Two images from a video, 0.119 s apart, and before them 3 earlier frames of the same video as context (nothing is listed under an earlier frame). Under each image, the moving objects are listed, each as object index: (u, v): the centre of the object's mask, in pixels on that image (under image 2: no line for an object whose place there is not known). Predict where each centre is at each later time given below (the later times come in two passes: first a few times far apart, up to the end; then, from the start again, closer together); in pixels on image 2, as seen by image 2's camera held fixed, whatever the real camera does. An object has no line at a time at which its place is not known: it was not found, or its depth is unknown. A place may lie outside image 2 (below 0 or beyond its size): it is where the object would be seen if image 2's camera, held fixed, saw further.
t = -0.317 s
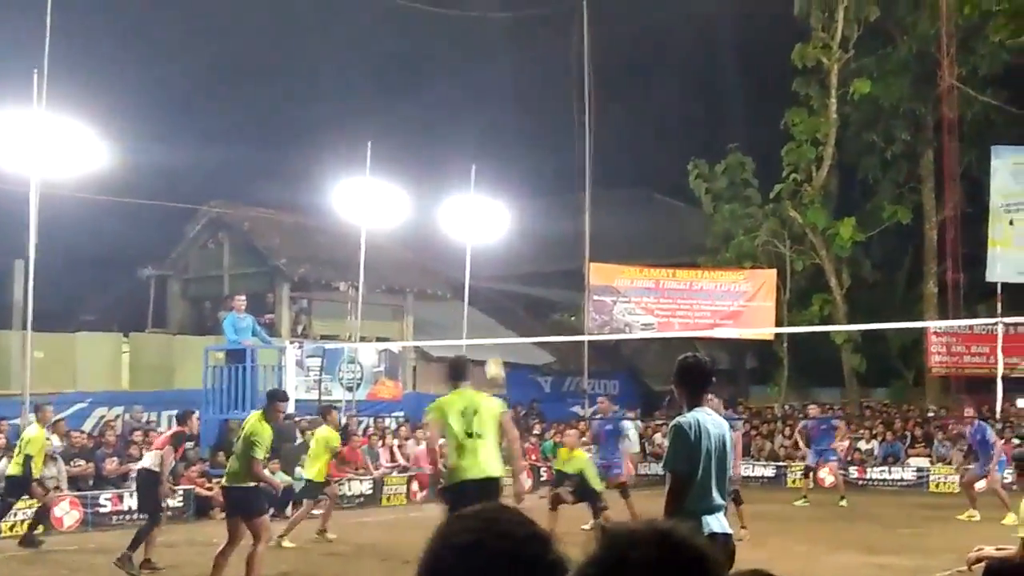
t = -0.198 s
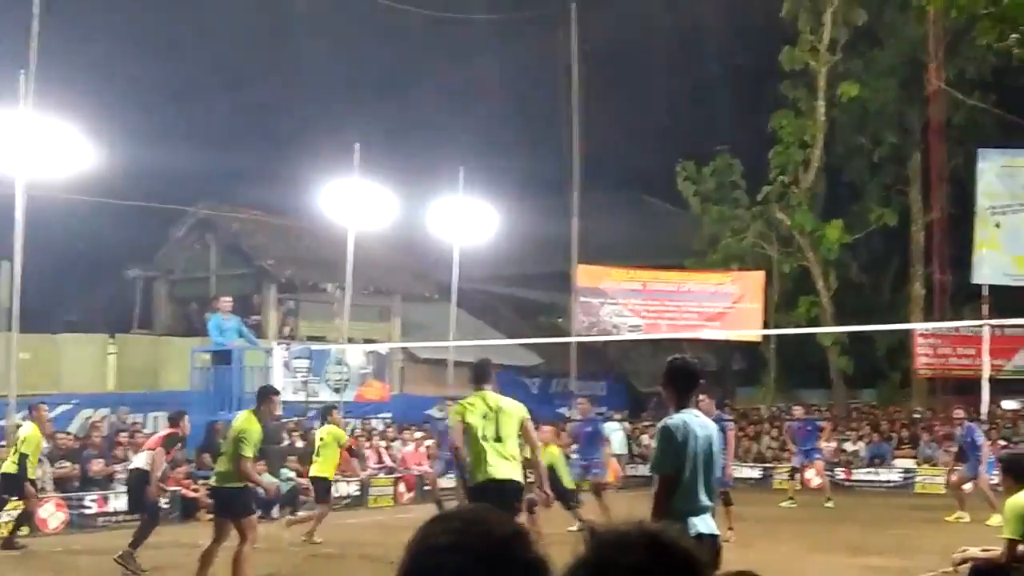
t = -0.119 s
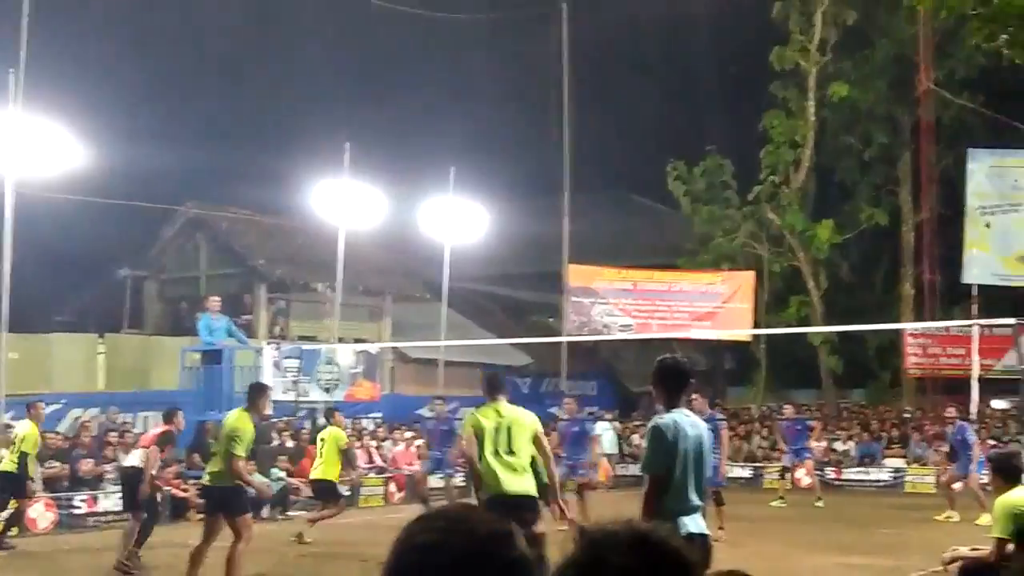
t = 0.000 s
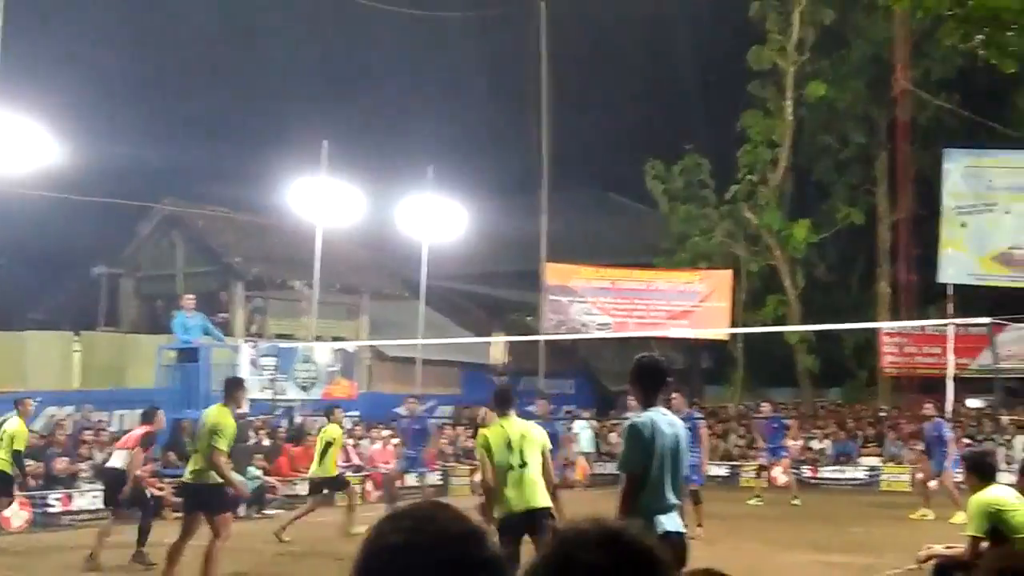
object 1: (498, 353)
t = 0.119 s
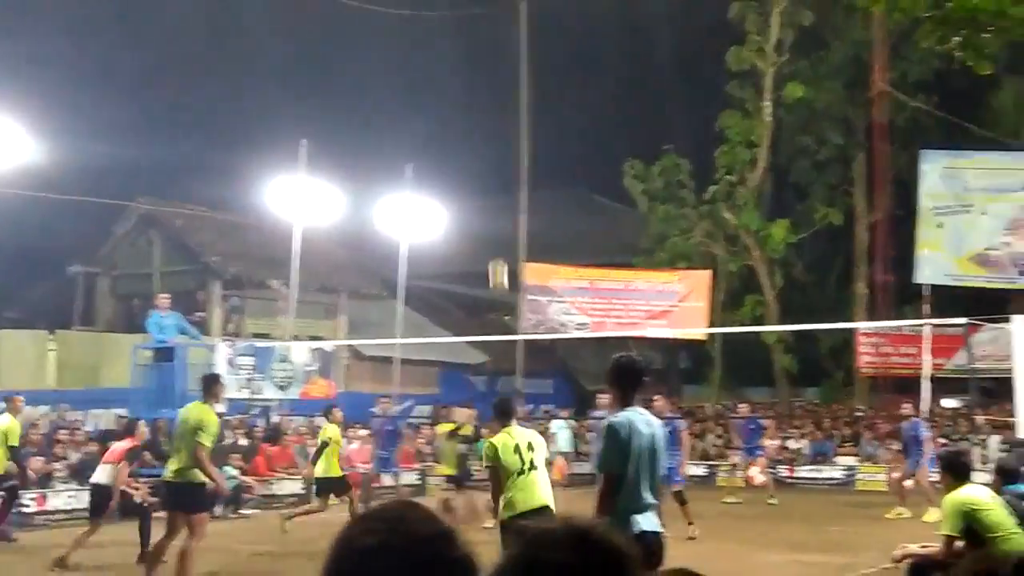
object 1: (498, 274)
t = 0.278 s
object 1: (526, 195)
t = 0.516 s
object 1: (572, 109)
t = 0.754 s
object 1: (621, 70)
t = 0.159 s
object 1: (505, 254)
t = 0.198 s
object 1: (513, 232)
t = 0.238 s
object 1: (520, 213)
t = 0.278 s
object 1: (526, 195)
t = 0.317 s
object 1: (534, 177)
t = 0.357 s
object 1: (542, 161)
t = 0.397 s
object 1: (549, 146)
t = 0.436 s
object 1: (556, 133)
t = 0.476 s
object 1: (564, 120)
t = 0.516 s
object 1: (572, 109)
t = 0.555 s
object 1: (580, 99)
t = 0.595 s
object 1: (589, 90)
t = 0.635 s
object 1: (596, 83)
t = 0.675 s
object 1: (604, 77)
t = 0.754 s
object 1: (621, 70)
